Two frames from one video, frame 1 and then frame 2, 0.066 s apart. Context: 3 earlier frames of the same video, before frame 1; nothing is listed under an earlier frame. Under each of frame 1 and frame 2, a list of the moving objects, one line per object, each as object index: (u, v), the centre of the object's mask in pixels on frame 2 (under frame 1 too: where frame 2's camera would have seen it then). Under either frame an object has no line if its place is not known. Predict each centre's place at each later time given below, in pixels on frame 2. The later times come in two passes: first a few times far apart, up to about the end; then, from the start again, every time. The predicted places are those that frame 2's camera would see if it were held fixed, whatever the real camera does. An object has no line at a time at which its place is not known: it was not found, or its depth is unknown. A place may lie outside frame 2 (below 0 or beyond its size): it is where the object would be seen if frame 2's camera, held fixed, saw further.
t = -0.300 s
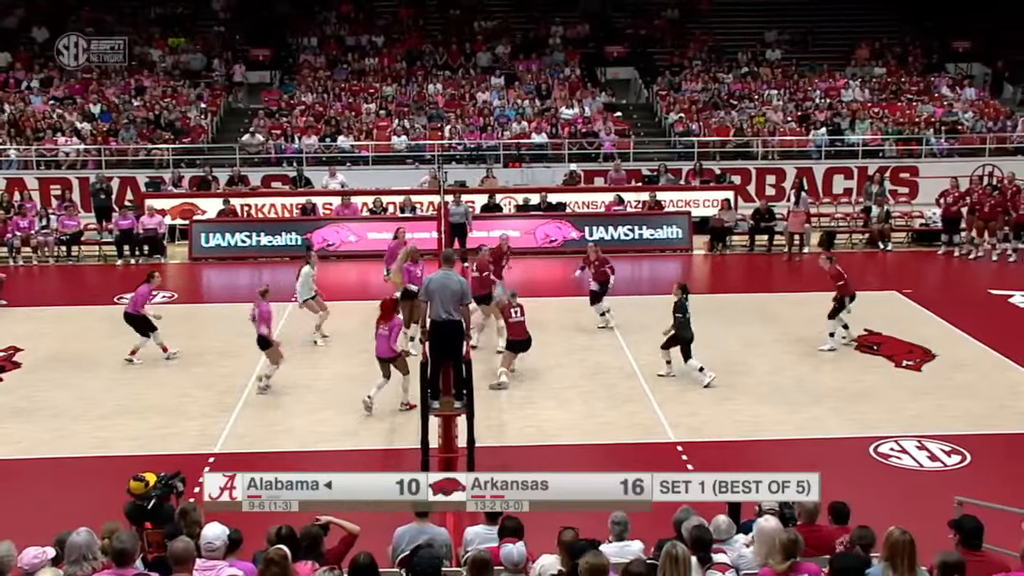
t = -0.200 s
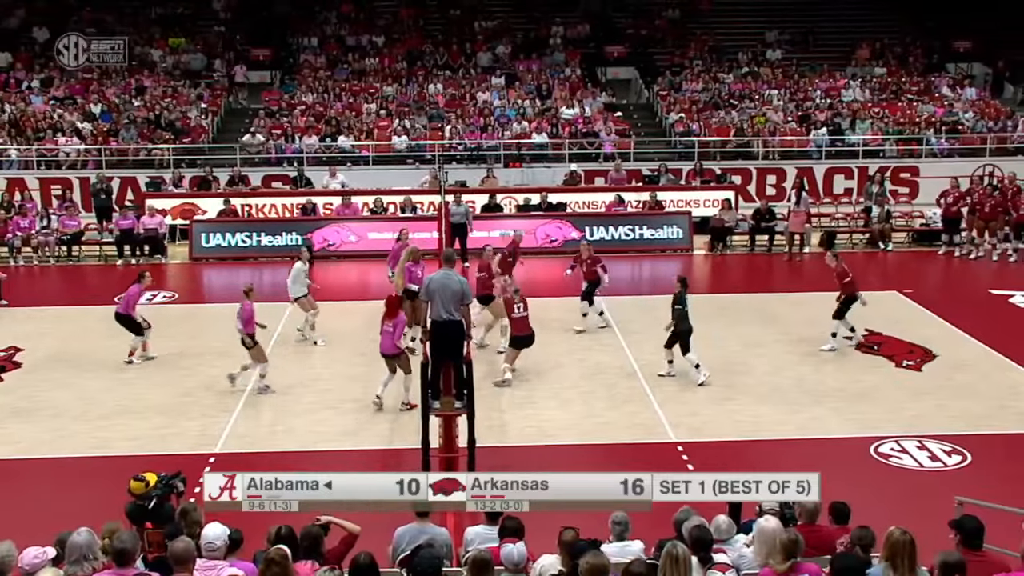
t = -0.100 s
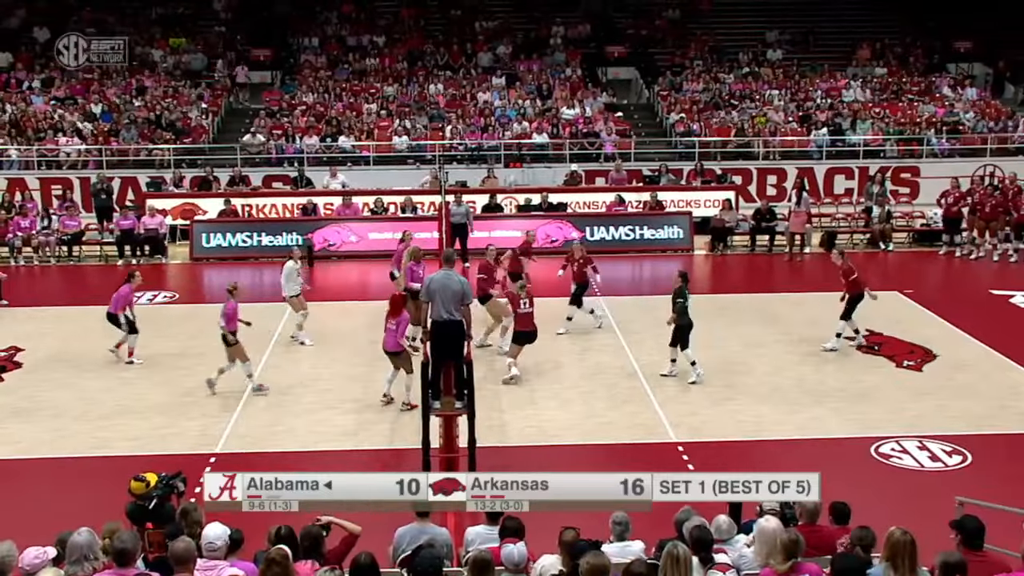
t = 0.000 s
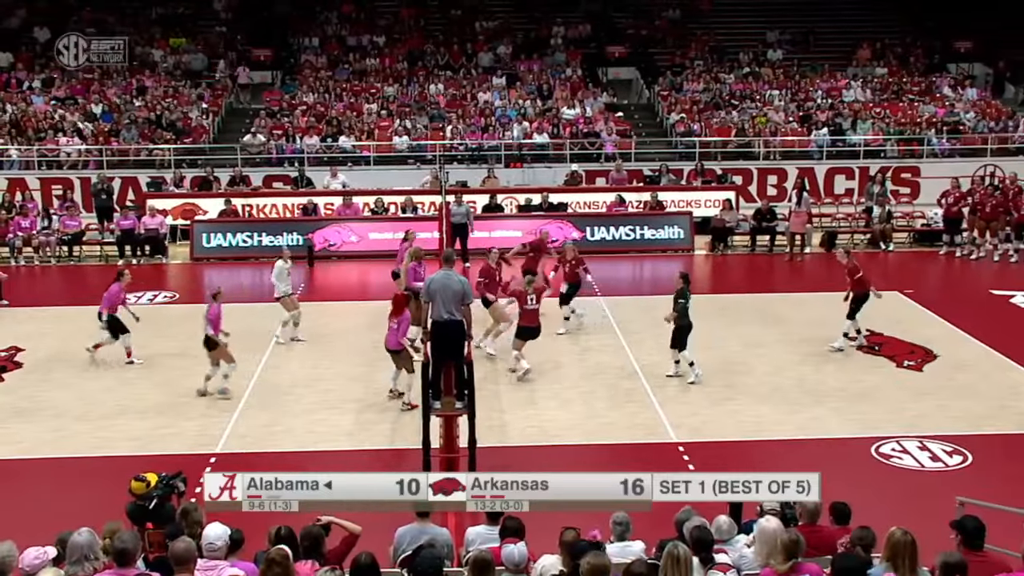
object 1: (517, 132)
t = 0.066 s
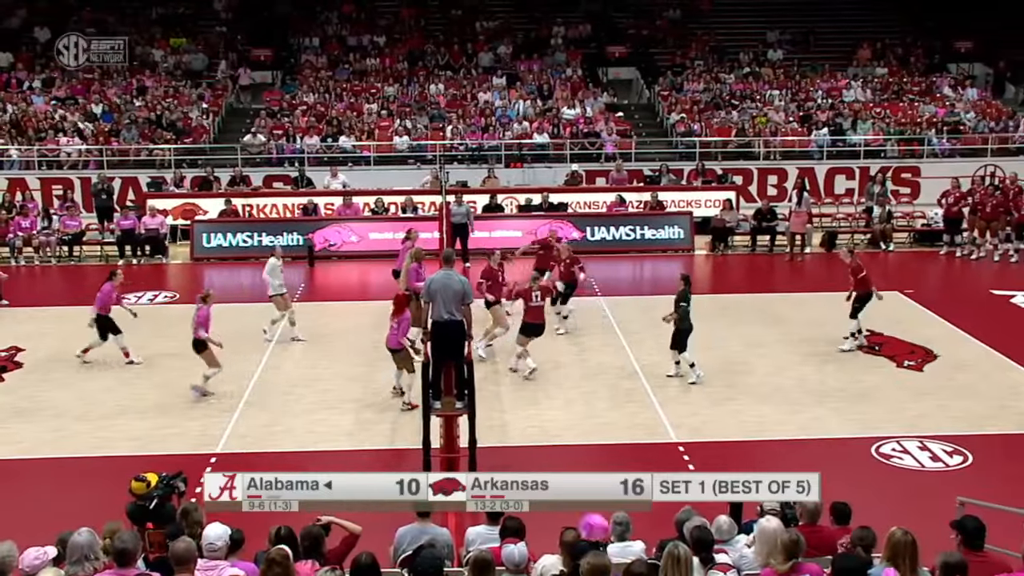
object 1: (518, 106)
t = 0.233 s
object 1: (530, 57)
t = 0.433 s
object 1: (541, 19)
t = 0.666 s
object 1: (555, 8)
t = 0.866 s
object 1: (567, 27)
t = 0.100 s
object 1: (521, 96)
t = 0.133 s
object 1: (523, 85)
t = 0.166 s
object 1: (526, 74)
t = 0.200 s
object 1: (527, 64)
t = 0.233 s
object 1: (530, 57)
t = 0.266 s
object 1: (531, 49)
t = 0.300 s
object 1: (533, 41)
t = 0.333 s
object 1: (536, 35)
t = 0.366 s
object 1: (538, 29)
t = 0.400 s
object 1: (540, 23)
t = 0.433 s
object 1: (541, 19)
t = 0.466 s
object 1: (544, 15)
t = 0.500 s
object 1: (546, 12)
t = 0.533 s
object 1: (548, 10)
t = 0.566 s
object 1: (550, 8)
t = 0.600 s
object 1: (552, 8)
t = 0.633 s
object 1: (554, 8)
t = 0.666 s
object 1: (555, 8)
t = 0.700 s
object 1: (557, 9)
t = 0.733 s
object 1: (559, 12)
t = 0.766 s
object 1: (561, 14)
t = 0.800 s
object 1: (563, 18)
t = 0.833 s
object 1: (565, 22)
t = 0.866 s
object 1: (567, 27)
